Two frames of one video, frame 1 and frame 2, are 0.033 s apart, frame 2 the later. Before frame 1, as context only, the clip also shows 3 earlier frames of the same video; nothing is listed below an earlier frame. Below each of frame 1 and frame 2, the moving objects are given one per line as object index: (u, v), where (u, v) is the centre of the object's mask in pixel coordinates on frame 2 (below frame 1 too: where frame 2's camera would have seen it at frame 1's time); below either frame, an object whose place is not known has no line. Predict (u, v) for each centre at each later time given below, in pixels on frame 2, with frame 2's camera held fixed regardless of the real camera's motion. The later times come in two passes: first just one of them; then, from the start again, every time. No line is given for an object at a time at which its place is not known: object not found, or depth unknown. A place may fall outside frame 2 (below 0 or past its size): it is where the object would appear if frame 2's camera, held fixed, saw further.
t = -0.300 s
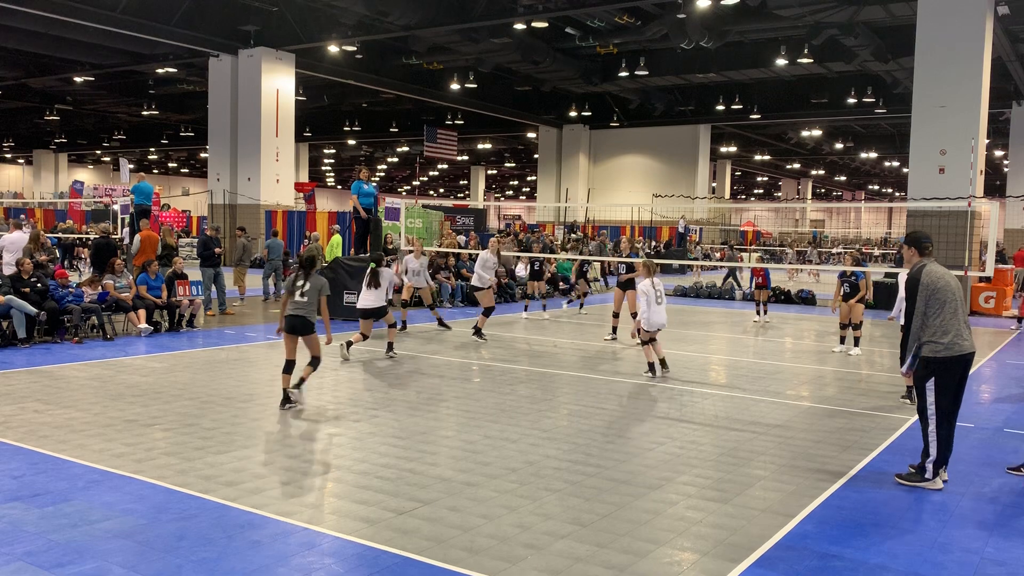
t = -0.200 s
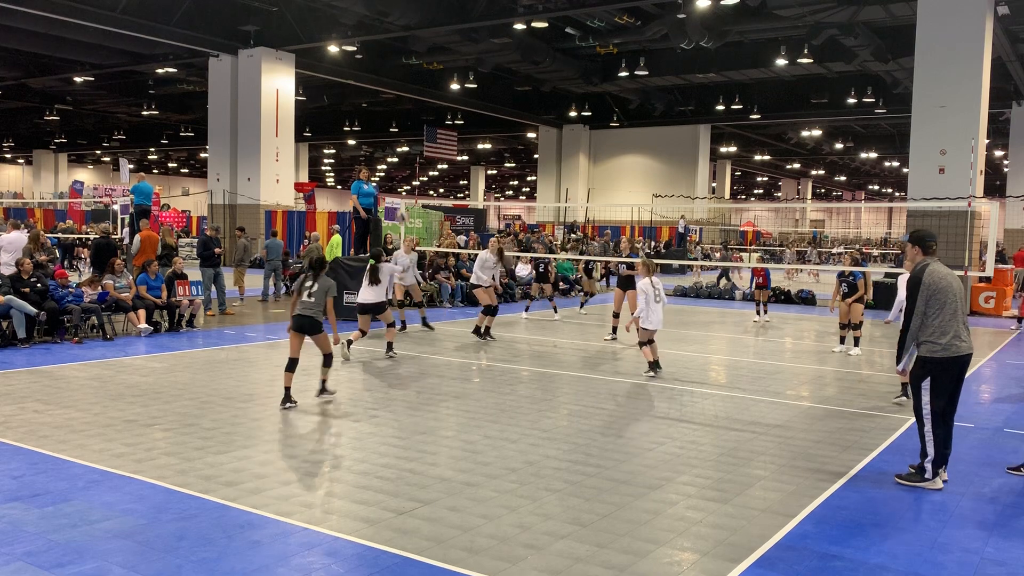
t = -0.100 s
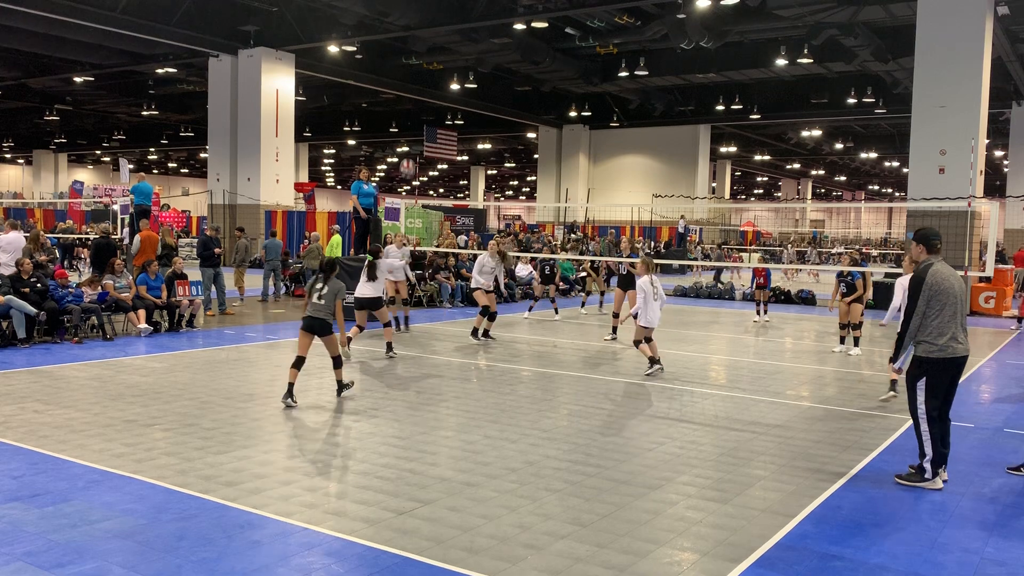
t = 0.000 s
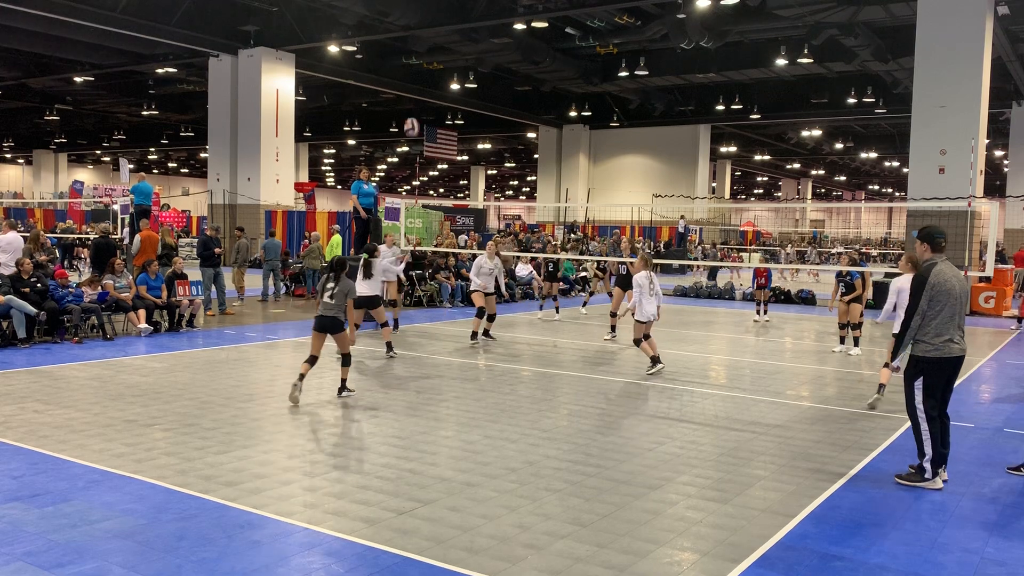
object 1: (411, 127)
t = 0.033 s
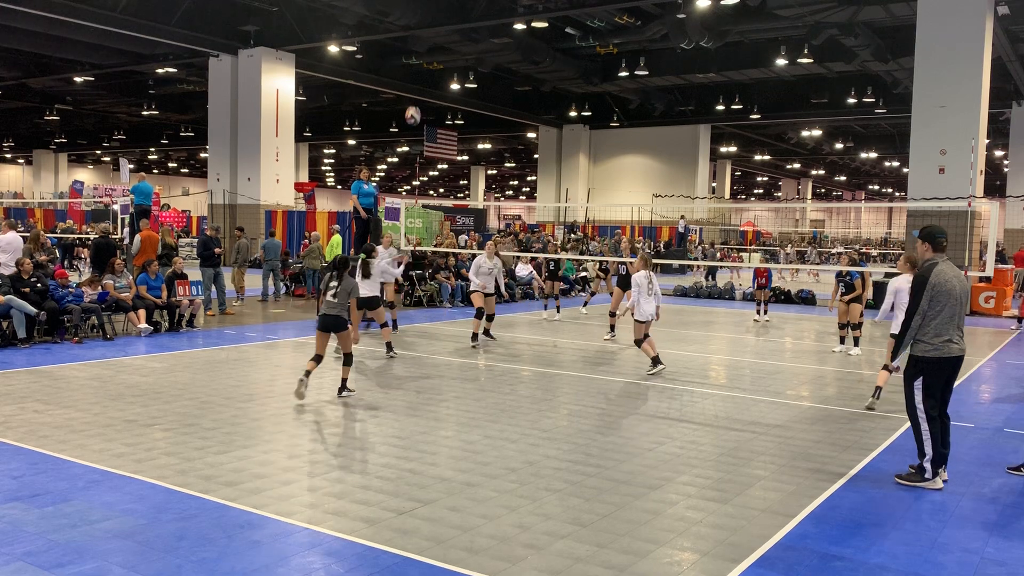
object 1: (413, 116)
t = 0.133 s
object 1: (417, 83)
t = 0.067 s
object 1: (414, 105)
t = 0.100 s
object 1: (416, 94)
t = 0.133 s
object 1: (417, 83)
